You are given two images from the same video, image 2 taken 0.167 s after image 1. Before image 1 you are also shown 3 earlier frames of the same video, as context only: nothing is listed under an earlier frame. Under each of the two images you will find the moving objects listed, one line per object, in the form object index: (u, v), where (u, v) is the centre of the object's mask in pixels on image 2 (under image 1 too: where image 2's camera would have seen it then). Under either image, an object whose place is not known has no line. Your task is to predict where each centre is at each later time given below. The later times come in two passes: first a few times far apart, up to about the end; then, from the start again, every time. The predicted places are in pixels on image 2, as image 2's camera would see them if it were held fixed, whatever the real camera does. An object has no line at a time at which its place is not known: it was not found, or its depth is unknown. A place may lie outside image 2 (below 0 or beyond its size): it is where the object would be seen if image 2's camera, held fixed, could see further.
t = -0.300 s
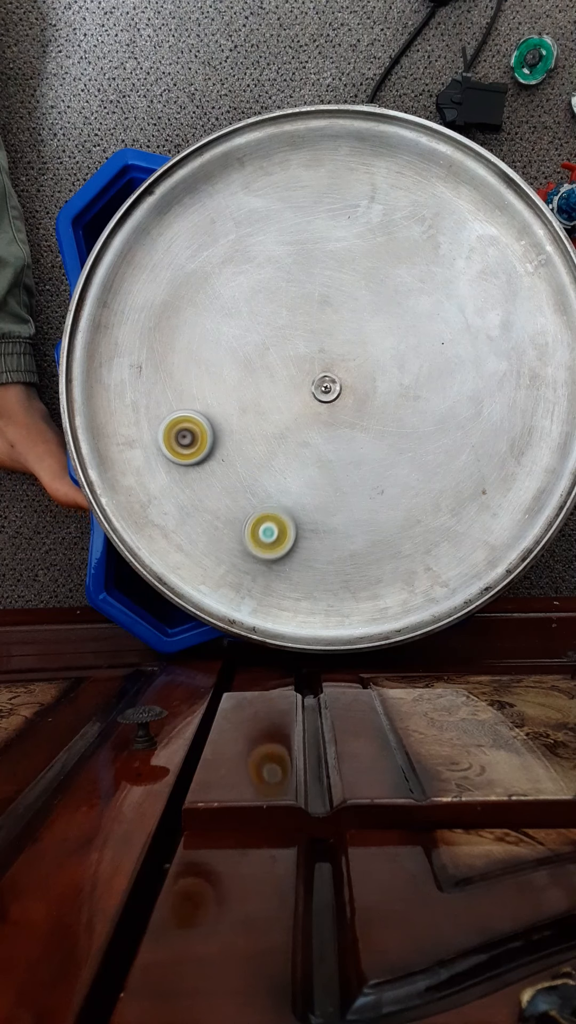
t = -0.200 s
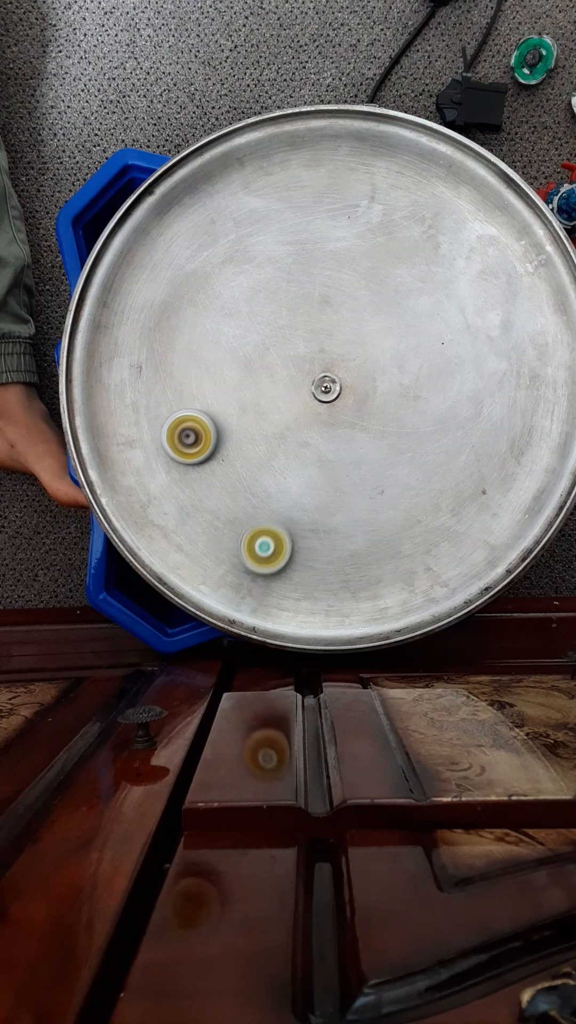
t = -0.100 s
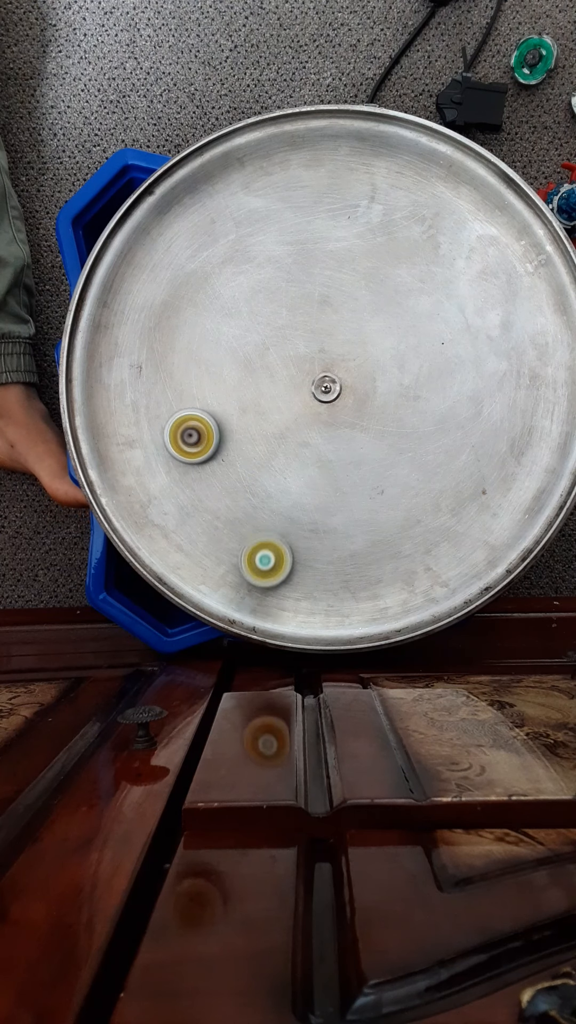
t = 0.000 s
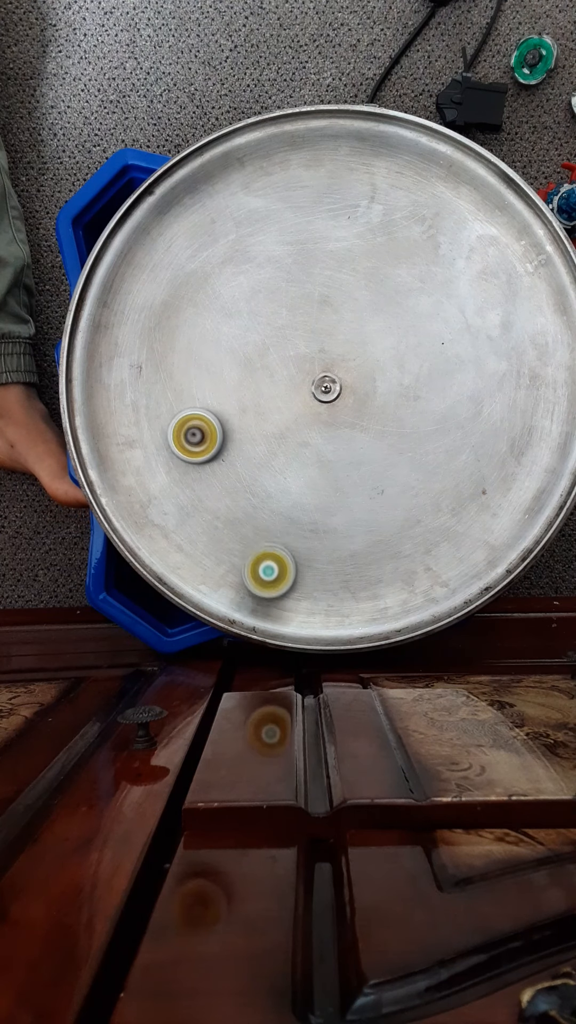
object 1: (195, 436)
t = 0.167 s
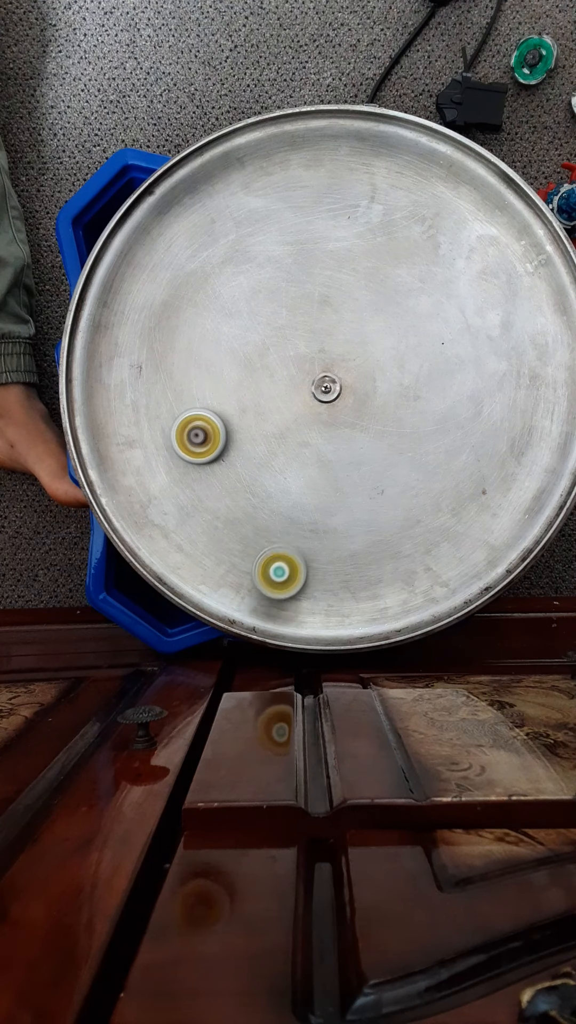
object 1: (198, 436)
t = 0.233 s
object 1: (200, 437)
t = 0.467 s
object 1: (203, 439)
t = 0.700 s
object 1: (200, 427)
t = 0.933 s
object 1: (163, 323)
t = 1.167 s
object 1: (164, 315)
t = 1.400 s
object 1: (175, 311)
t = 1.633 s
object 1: (186, 314)
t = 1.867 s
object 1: (195, 323)
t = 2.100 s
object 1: (198, 338)
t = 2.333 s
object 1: (200, 342)
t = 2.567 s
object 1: (193, 353)
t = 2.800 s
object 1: (183, 359)
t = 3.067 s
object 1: (178, 344)
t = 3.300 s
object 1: (176, 337)
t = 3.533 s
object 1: (180, 333)
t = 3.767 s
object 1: (187, 334)
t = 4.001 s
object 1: (193, 341)
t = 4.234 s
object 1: (192, 350)
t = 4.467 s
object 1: (187, 359)
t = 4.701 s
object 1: (177, 364)
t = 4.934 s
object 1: (169, 364)
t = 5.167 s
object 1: (164, 361)
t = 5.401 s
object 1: (166, 356)
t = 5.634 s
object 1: (172, 354)
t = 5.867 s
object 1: (177, 336)
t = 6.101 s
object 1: (180, 318)
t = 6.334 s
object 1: (182, 325)
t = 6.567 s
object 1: (180, 332)
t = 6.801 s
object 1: (175, 338)
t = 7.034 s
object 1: (168, 341)
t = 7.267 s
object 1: (162, 340)
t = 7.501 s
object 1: (162, 339)
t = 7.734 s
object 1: (165, 340)
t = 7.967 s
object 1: (169, 345)
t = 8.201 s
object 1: (170, 352)
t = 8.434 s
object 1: (167, 359)
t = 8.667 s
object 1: (162, 362)
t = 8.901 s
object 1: (158, 363)
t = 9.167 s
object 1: (157, 363)
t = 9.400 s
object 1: (150, 373)
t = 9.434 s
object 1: (149, 374)
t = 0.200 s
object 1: (199, 436)
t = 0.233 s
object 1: (200, 437)
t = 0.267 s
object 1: (201, 437)
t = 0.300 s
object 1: (201, 437)
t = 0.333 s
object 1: (202, 438)
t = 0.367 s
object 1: (202, 438)
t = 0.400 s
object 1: (203, 438)
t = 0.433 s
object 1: (203, 439)
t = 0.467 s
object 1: (203, 439)
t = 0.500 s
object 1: (203, 440)
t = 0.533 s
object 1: (204, 441)
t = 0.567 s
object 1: (204, 442)
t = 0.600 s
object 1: (204, 443)
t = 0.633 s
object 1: (204, 443)
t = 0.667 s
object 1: (204, 444)
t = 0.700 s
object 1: (200, 427)
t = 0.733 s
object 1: (191, 398)
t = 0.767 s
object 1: (182, 376)
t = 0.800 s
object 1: (175, 357)
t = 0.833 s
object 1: (170, 340)
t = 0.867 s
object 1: (166, 331)
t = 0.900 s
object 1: (165, 325)
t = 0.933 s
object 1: (163, 323)
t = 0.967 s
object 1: (163, 322)
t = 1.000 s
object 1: (163, 320)
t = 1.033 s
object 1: (163, 319)
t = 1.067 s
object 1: (163, 318)
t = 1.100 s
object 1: (163, 317)
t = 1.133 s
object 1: (164, 316)
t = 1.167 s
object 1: (164, 315)
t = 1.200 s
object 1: (166, 315)
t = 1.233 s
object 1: (167, 314)
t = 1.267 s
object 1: (167, 313)
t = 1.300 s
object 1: (169, 312)
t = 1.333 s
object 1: (171, 312)
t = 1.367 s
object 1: (173, 312)
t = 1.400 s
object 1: (175, 311)
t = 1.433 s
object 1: (177, 311)
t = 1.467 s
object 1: (178, 311)
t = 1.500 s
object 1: (180, 311)
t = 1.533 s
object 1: (182, 312)
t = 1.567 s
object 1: (183, 312)
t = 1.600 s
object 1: (185, 313)
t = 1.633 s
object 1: (186, 314)
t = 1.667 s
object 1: (188, 315)
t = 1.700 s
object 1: (189, 316)
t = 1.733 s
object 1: (190, 317)
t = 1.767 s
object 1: (191, 318)
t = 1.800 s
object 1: (192, 319)
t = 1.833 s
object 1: (193, 321)
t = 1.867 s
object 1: (195, 323)
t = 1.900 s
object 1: (196, 324)
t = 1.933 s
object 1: (196, 326)
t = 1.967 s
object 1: (197, 328)
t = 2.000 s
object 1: (198, 331)
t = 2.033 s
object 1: (198, 334)
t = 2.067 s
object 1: (199, 336)
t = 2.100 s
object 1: (198, 338)
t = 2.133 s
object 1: (198, 340)
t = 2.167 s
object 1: (199, 337)
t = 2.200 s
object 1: (200, 338)
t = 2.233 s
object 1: (200, 338)
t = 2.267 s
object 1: (200, 339)
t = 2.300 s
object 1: (200, 340)
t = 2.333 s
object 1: (200, 342)
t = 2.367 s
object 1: (199, 343)
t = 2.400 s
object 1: (198, 345)
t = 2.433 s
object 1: (197, 347)
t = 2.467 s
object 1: (196, 349)
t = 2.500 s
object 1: (195, 350)
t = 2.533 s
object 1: (193, 351)
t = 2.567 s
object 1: (193, 353)
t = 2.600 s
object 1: (193, 354)
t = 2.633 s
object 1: (191, 355)
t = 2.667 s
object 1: (189, 356)
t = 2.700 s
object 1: (188, 357)
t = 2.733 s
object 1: (187, 358)
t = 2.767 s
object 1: (185, 358)
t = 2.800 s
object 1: (183, 359)
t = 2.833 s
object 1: (182, 360)
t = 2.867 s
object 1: (181, 360)
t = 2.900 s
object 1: (180, 359)
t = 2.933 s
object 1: (180, 354)
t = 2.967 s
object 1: (181, 349)
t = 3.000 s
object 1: (180, 346)
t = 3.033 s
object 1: (179, 345)
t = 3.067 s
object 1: (178, 344)
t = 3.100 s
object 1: (177, 344)
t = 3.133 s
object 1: (177, 342)
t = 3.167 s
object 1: (177, 341)
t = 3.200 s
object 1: (176, 340)
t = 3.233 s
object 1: (176, 339)
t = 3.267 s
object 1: (176, 338)
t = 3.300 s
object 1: (176, 337)
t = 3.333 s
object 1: (176, 337)
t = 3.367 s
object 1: (177, 336)
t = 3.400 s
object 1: (177, 336)
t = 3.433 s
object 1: (177, 335)
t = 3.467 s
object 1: (178, 335)
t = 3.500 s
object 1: (179, 334)
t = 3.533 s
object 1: (180, 333)
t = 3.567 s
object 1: (180, 333)
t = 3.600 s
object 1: (182, 333)
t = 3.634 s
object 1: (183, 333)
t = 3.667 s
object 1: (184, 333)
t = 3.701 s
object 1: (185, 333)
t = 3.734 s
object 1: (186, 334)
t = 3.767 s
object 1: (187, 334)
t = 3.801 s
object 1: (188, 335)
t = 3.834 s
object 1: (189, 336)
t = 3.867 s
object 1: (190, 337)
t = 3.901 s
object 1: (191, 337)
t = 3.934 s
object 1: (191, 339)
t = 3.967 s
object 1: (192, 340)
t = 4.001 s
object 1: (193, 341)
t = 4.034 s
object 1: (192, 342)
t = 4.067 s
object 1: (193, 344)
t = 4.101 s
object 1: (194, 345)
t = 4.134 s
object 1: (193, 346)
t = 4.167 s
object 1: (193, 348)
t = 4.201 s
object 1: (192, 349)
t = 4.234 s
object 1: (192, 350)
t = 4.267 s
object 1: (191, 352)
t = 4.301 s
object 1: (191, 353)
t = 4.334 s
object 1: (191, 354)
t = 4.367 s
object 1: (190, 356)
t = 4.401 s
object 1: (189, 357)
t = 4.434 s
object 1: (188, 358)
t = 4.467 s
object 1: (187, 359)
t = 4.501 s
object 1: (185, 360)
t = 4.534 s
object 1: (185, 361)
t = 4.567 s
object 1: (183, 362)
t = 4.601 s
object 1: (181, 362)
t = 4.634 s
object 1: (180, 363)
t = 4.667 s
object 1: (179, 364)
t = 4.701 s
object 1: (177, 364)
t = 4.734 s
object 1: (176, 364)
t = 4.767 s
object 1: (175, 365)
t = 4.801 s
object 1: (174, 365)
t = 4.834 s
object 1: (172, 365)
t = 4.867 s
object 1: (172, 365)
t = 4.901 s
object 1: (171, 365)
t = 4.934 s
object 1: (169, 364)
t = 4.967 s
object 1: (168, 365)
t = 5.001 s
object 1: (168, 364)
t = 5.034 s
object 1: (166, 363)
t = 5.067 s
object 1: (165, 363)
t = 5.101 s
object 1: (166, 363)
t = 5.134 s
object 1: (165, 361)
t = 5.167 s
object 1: (164, 361)
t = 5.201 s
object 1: (165, 360)
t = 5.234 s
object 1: (165, 359)
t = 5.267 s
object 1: (165, 358)
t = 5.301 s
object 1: (165, 358)
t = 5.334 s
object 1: (165, 357)
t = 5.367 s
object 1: (165, 356)
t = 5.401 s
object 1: (166, 356)
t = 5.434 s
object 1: (167, 355)
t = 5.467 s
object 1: (167, 354)
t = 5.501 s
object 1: (168, 355)
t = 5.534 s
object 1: (169, 354)
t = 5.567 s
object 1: (169, 354)
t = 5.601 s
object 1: (170, 355)
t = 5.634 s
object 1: (172, 354)
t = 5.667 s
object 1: (173, 354)
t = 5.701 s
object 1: (173, 355)
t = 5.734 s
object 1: (175, 356)
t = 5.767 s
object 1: (176, 356)
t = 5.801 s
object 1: (176, 357)
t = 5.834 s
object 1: (178, 355)
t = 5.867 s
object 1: (177, 336)
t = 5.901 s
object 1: (176, 326)
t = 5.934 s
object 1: (177, 319)
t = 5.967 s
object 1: (177, 316)
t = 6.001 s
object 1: (178, 315)
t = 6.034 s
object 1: (179, 316)
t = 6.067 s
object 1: (179, 317)
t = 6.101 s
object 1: (180, 318)
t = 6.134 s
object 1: (181, 318)
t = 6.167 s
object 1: (181, 320)
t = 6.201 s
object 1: (182, 321)
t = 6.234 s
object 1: (182, 321)
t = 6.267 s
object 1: (182, 323)
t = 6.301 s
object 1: (182, 323)
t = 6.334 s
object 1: (182, 325)
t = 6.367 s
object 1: (183, 326)
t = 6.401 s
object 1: (182, 326)
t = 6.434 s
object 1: (182, 328)
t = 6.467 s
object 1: (182, 329)
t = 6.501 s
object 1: (181, 330)
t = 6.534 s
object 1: (181, 332)
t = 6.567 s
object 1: (180, 332)
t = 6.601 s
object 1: (179, 334)
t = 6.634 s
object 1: (179, 334)
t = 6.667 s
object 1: (178, 335)
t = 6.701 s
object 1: (177, 336)
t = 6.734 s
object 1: (176, 336)
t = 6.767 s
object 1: (175, 338)
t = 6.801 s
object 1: (175, 338)
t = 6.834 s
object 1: (173, 338)
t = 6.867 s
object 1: (173, 339)
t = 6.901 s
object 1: (172, 339)
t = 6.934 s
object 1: (170, 340)
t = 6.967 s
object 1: (170, 340)
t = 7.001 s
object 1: (169, 340)
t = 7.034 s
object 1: (168, 341)
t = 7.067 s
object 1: (168, 340)
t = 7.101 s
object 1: (166, 340)
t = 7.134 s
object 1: (166, 340)
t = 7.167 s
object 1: (164, 340)
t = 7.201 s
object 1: (164, 340)
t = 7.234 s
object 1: (163, 340)
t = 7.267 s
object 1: (162, 340)
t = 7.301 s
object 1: (162, 340)
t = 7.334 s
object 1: (162, 339)
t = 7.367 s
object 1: (161, 340)
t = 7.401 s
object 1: (162, 339)
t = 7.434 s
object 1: (161, 339)
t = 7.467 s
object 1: (162, 340)
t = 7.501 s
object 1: (162, 339)
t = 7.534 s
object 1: (161, 340)
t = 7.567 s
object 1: (162, 339)
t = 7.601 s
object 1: (162, 339)
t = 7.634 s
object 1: (163, 339)
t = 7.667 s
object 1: (163, 339)
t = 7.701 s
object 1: (164, 340)
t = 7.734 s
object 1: (165, 340)
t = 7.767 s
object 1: (165, 341)
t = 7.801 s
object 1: (166, 342)
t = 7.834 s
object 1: (167, 342)
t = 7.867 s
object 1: (167, 343)
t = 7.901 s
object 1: (168, 343)
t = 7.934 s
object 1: (168, 345)
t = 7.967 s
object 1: (169, 345)
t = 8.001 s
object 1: (169, 346)
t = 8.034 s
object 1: (170, 347)
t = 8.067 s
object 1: (170, 347)
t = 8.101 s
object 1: (170, 349)
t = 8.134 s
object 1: (170, 350)
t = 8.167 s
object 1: (170, 350)
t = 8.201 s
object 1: (170, 352)
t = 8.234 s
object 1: (170, 353)
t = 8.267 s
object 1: (169, 354)
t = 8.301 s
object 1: (169, 355)
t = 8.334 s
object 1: (168, 356)
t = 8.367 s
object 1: (168, 357)
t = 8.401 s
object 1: (168, 357)
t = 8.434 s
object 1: (167, 359)
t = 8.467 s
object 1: (167, 359)
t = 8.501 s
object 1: (165, 360)
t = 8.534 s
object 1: (165, 360)
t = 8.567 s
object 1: (164, 360)
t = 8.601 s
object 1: (164, 362)
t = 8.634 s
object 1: (163, 361)
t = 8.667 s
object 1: (162, 362)
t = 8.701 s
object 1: (162, 362)
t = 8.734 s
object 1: (160, 362)
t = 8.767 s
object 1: (160, 363)
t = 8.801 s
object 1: (160, 362)
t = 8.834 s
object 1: (159, 363)
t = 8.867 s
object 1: (159, 362)
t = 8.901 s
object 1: (158, 363)
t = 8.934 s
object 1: (158, 363)
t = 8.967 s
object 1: (157, 363)
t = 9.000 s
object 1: (157, 363)
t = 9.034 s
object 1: (157, 362)
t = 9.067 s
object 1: (156, 363)
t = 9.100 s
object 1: (157, 363)
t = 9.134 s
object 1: (156, 363)
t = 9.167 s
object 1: (157, 363)
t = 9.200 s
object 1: (156, 363)
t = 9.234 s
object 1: (152, 370)
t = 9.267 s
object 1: (150, 370)
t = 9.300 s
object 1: (150, 371)
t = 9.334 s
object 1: (150, 372)
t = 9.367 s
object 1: (149, 372)
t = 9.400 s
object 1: (150, 373)
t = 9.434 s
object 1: (149, 374)
